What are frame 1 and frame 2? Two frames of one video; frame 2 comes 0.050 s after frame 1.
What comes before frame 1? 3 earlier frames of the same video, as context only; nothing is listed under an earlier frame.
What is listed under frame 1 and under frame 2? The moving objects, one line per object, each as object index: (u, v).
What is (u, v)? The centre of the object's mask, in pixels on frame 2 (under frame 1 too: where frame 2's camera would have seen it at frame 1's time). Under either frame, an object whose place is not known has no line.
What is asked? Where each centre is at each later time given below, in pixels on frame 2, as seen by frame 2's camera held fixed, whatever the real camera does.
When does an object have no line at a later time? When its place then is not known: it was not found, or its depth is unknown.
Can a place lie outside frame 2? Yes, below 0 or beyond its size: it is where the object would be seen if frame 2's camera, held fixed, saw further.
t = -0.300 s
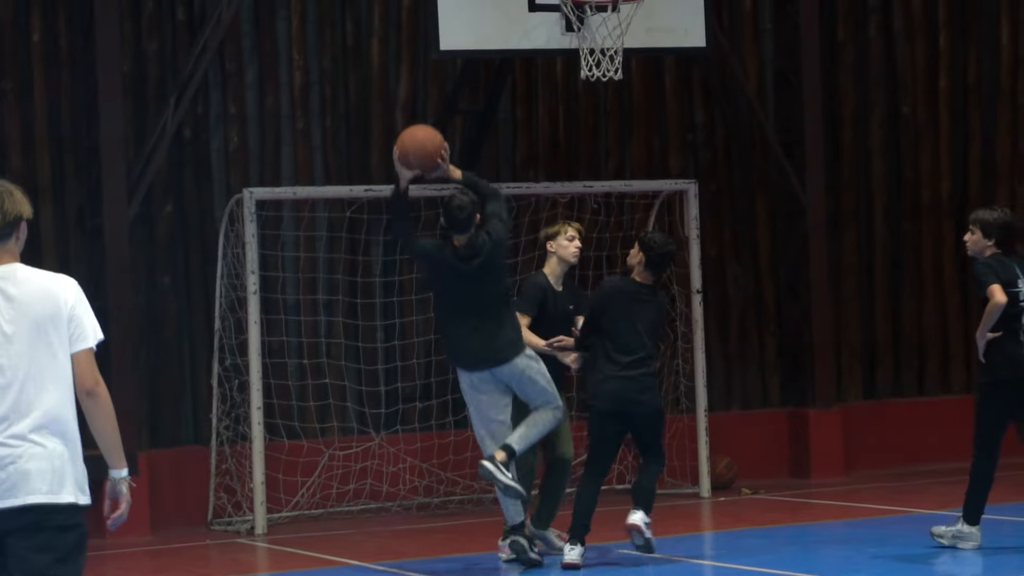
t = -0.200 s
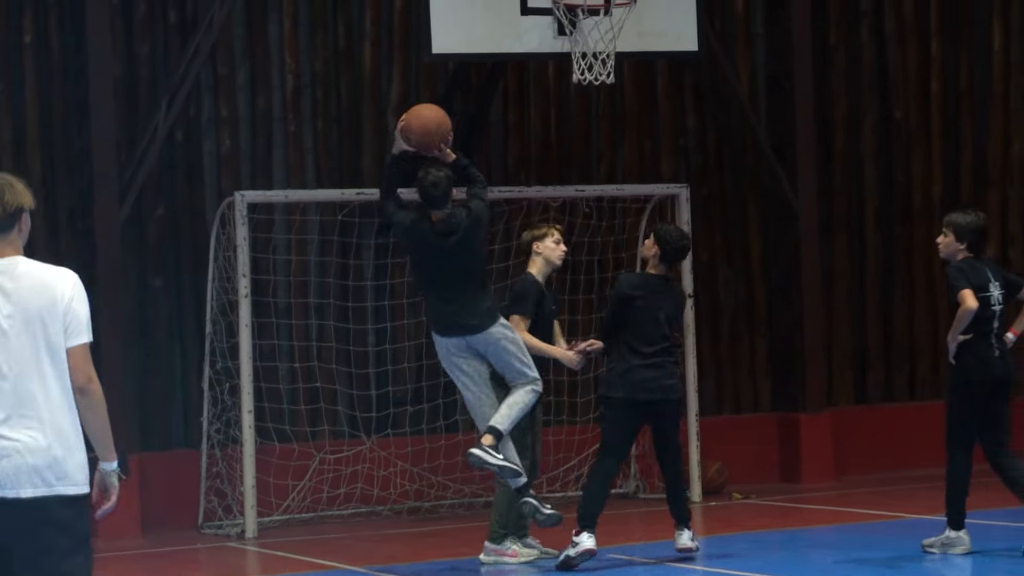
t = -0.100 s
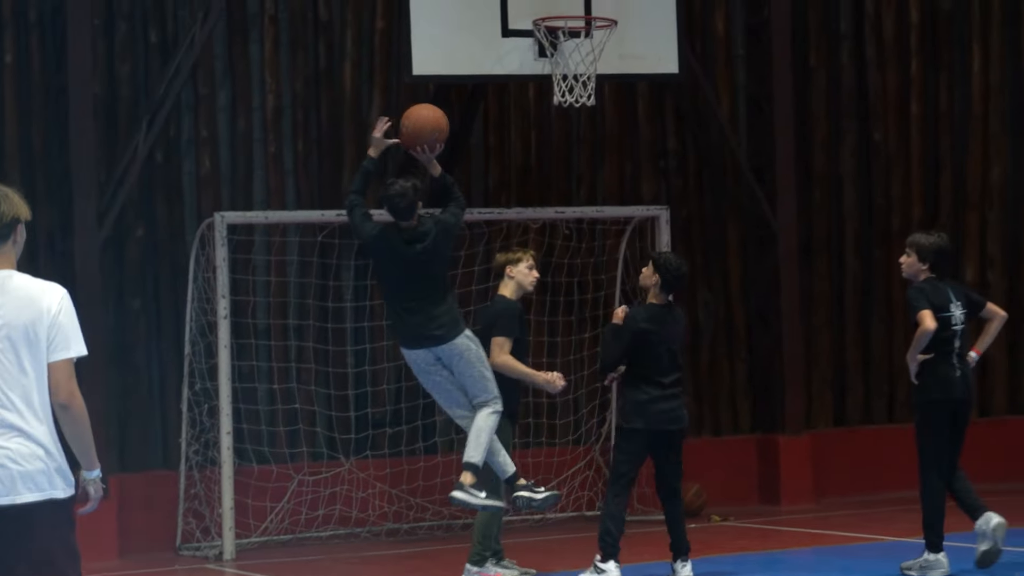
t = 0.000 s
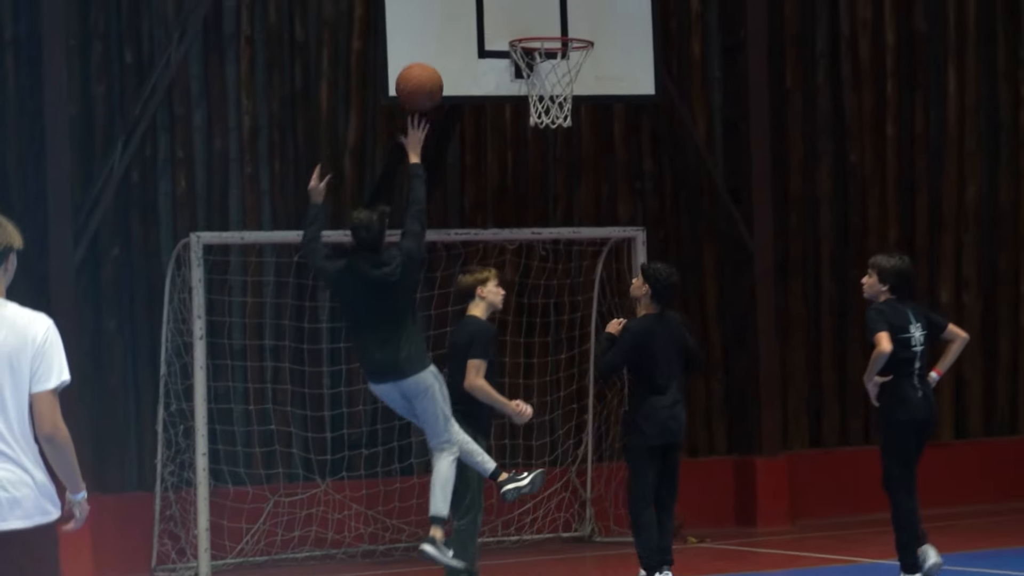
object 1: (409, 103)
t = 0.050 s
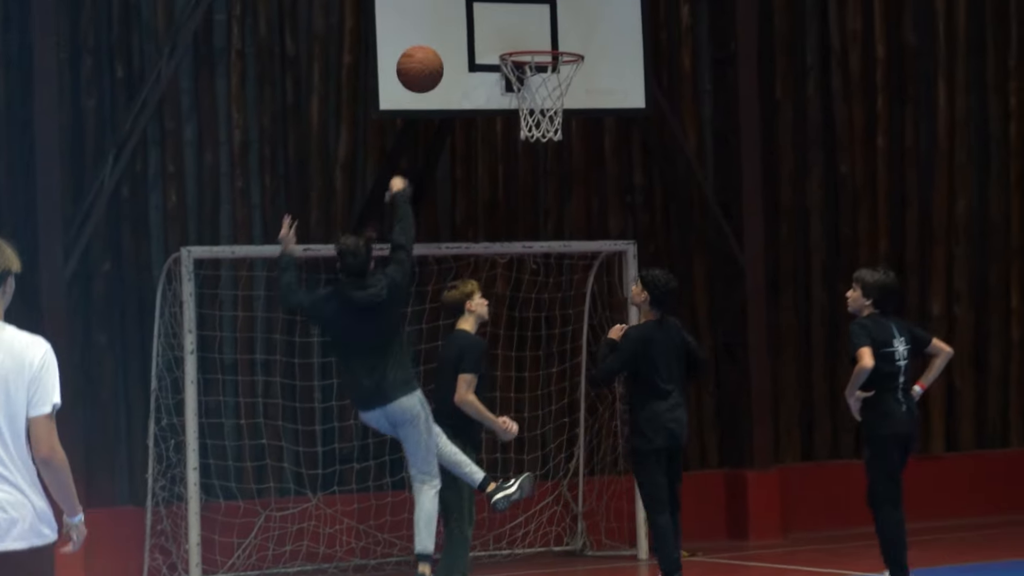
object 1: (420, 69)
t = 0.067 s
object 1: (423, 60)
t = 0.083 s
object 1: (427, 51)
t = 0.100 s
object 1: (430, 43)
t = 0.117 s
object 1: (434, 36)
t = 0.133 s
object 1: (437, 28)
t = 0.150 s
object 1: (440, 21)
